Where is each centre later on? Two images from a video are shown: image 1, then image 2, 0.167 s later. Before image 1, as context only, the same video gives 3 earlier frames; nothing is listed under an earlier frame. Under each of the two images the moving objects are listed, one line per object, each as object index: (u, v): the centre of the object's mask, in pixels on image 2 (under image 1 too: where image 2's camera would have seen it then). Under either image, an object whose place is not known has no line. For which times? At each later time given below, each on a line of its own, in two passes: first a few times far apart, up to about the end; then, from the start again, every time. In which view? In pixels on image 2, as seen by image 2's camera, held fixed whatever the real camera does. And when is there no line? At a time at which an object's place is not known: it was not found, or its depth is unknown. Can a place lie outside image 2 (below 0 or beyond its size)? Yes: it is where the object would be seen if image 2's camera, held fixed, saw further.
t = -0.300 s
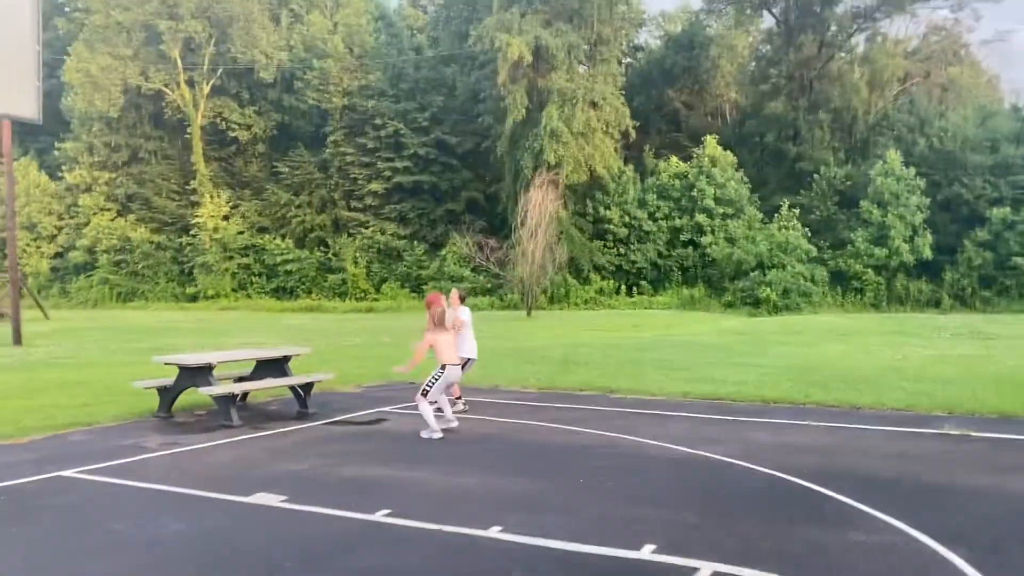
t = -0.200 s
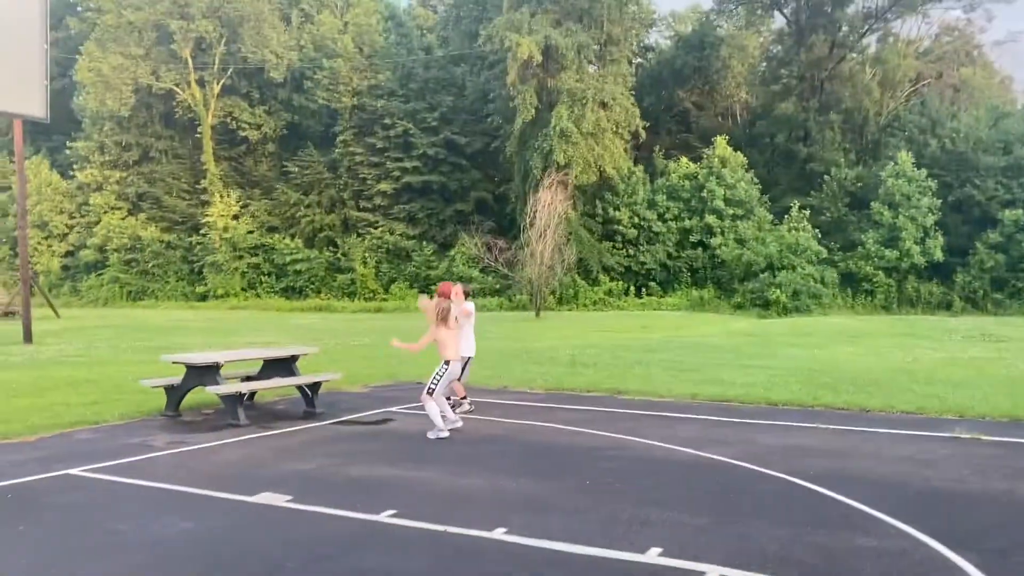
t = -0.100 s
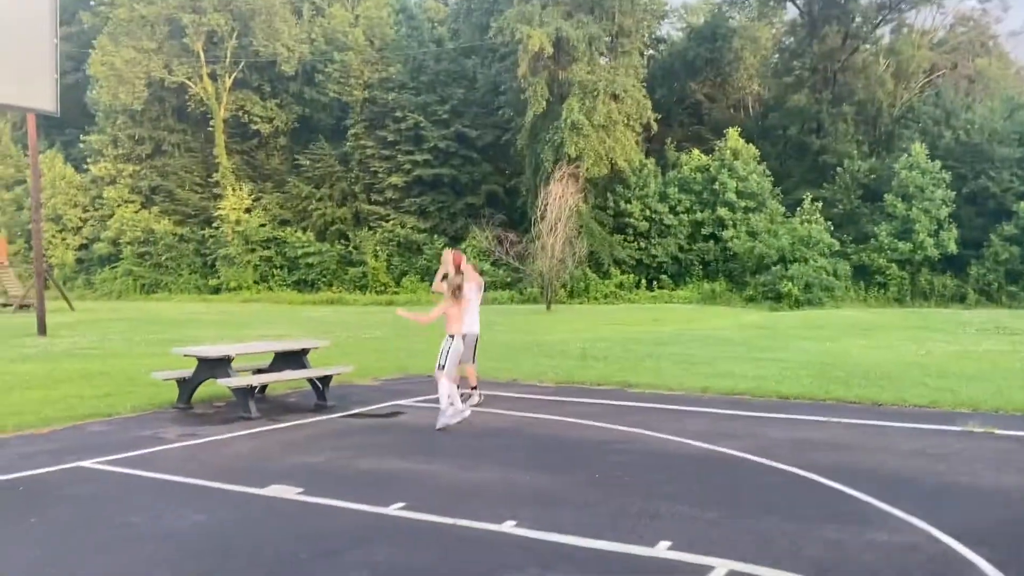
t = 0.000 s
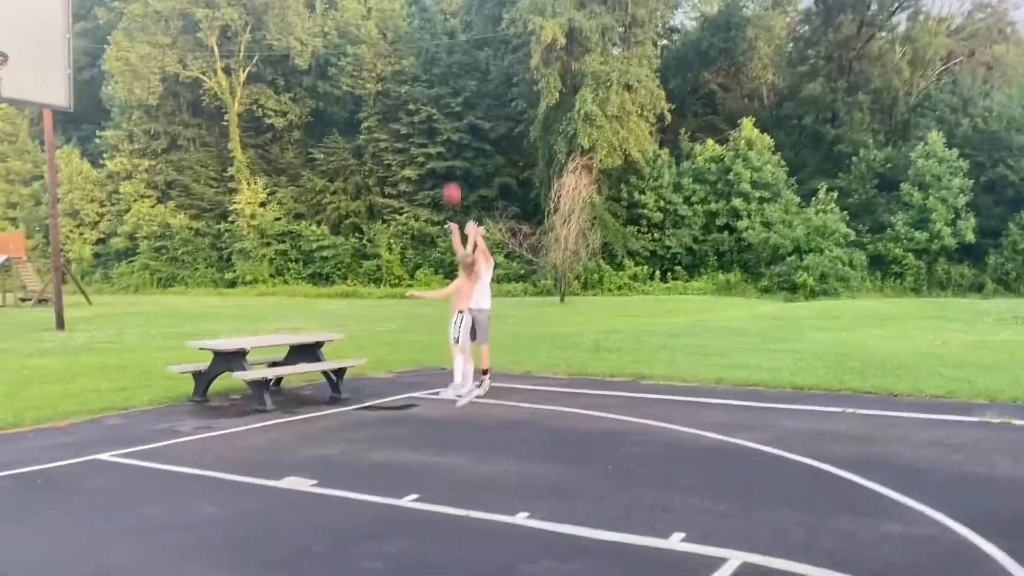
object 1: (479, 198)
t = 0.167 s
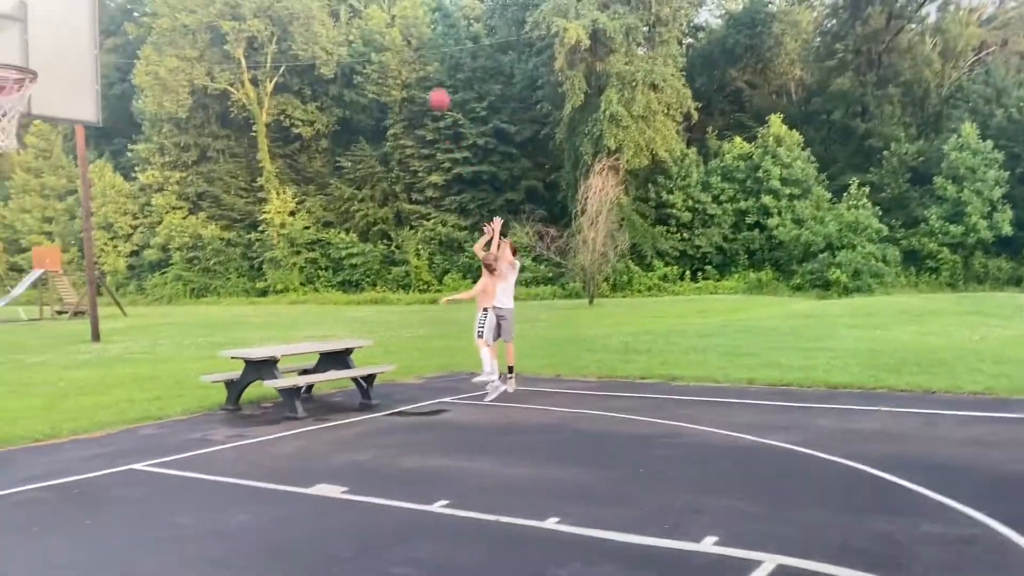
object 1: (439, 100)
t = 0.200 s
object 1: (431, 82)
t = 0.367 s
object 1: (389, 2)
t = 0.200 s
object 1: (431, 82)
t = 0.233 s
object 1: (423, 64)
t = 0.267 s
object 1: (415, 47)
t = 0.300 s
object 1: (407, 33)
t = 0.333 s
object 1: (398, 16)
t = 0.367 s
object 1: (389, 2)
